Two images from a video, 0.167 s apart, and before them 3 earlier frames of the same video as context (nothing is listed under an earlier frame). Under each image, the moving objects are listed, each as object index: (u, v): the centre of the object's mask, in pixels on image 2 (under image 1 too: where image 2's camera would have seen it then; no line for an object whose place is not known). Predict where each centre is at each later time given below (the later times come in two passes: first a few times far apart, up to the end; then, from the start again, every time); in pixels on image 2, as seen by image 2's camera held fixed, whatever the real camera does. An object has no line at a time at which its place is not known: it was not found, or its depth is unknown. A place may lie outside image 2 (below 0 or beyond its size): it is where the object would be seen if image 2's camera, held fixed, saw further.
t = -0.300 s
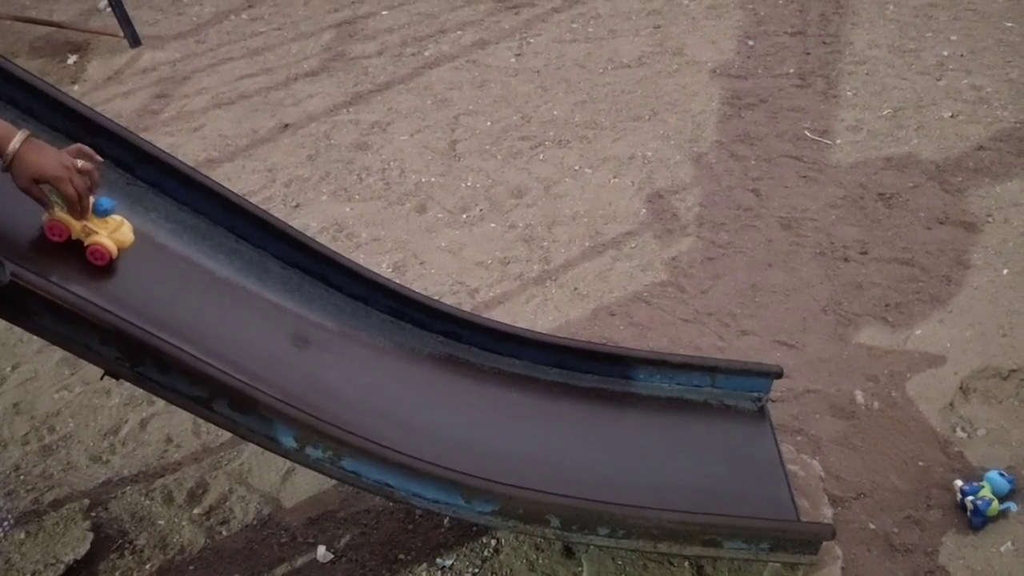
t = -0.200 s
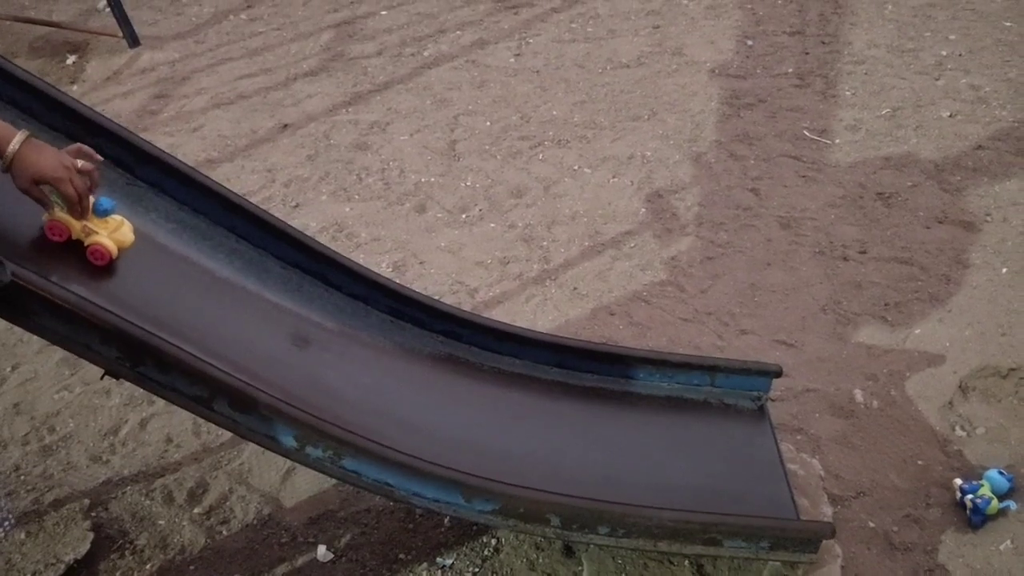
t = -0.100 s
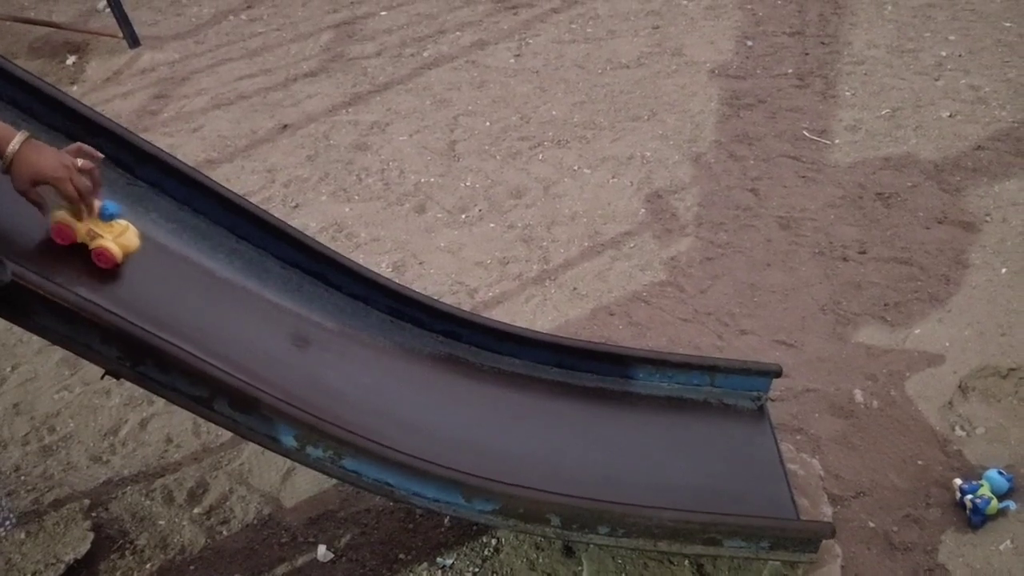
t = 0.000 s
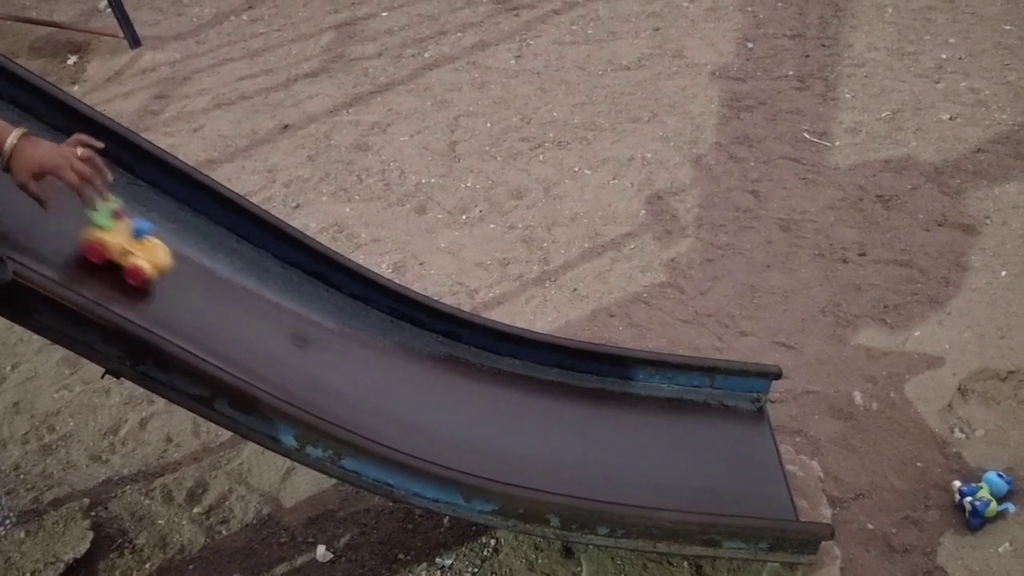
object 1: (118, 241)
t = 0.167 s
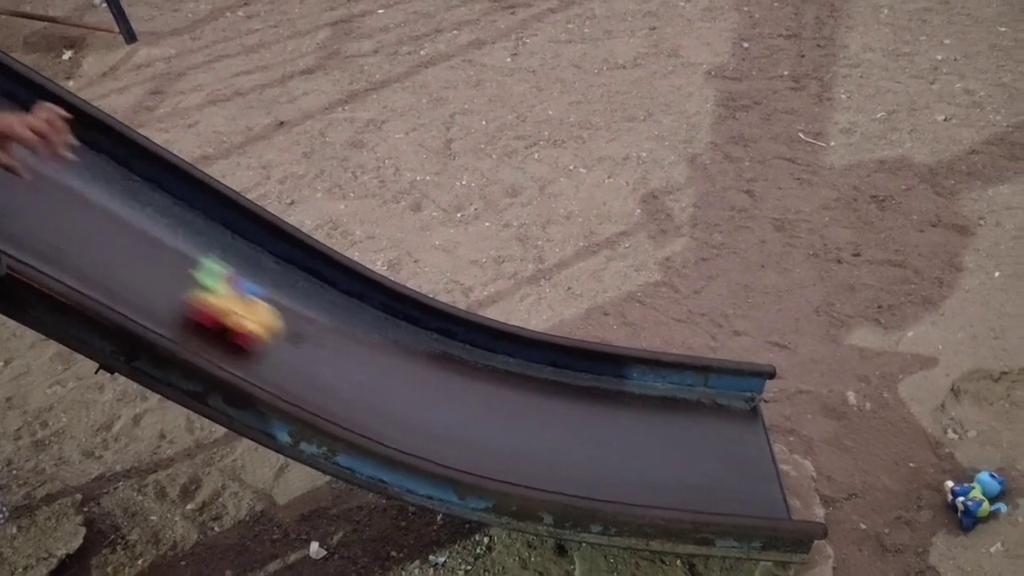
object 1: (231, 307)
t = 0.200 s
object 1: (262, 324)
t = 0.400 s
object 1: (495, 429)
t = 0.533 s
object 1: (681, 469)
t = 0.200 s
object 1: (262, 324)
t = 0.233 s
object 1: (296, 342)
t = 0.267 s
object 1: (332, 362)
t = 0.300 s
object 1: (369, 380)
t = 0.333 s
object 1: (409, 398)
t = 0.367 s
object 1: (452, 415)
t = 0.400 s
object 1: (495, 429)
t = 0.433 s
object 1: (540, 442)
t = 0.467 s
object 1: (586, 452)
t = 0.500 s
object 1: (633, 461)
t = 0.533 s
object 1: (681, 469)
